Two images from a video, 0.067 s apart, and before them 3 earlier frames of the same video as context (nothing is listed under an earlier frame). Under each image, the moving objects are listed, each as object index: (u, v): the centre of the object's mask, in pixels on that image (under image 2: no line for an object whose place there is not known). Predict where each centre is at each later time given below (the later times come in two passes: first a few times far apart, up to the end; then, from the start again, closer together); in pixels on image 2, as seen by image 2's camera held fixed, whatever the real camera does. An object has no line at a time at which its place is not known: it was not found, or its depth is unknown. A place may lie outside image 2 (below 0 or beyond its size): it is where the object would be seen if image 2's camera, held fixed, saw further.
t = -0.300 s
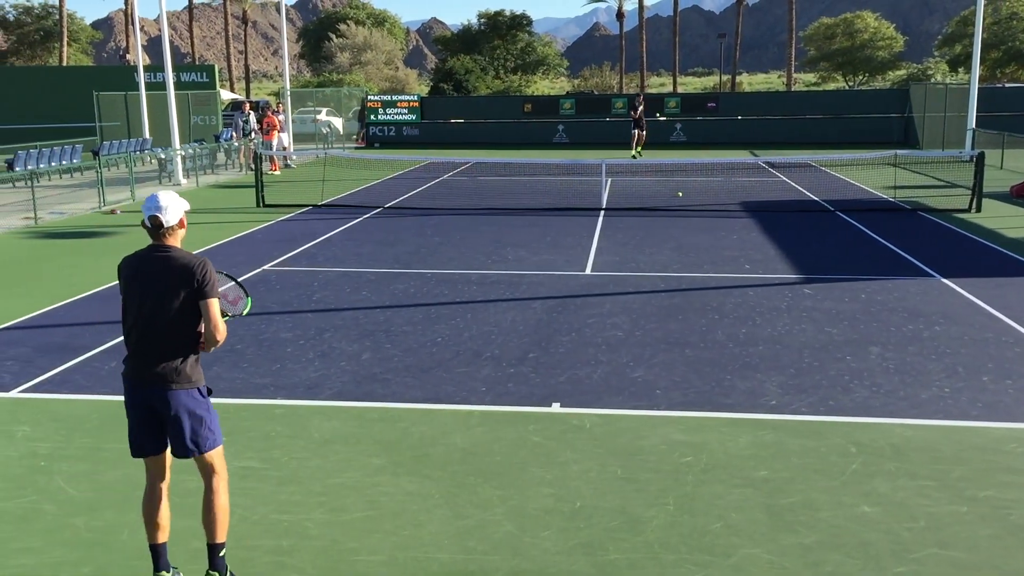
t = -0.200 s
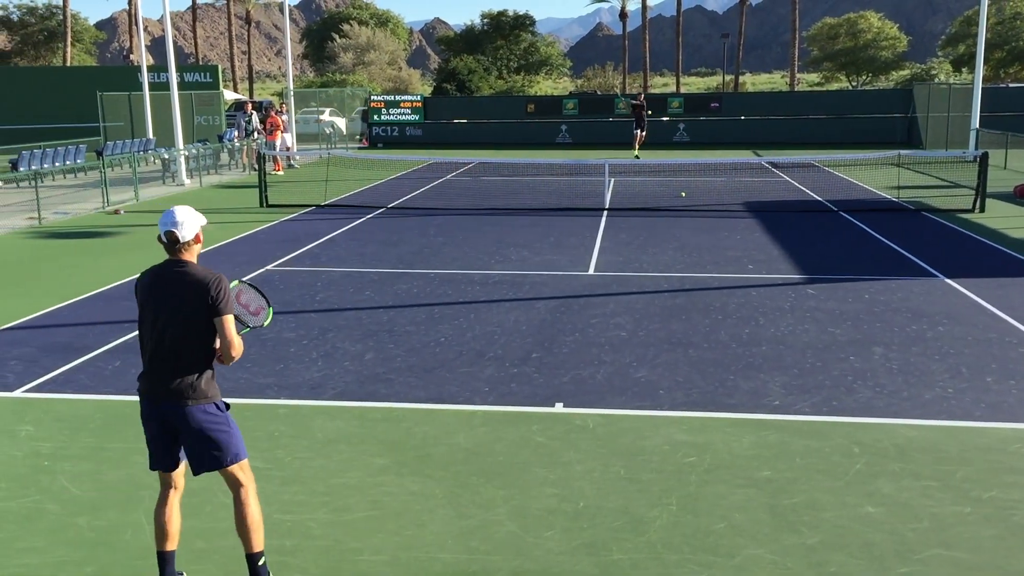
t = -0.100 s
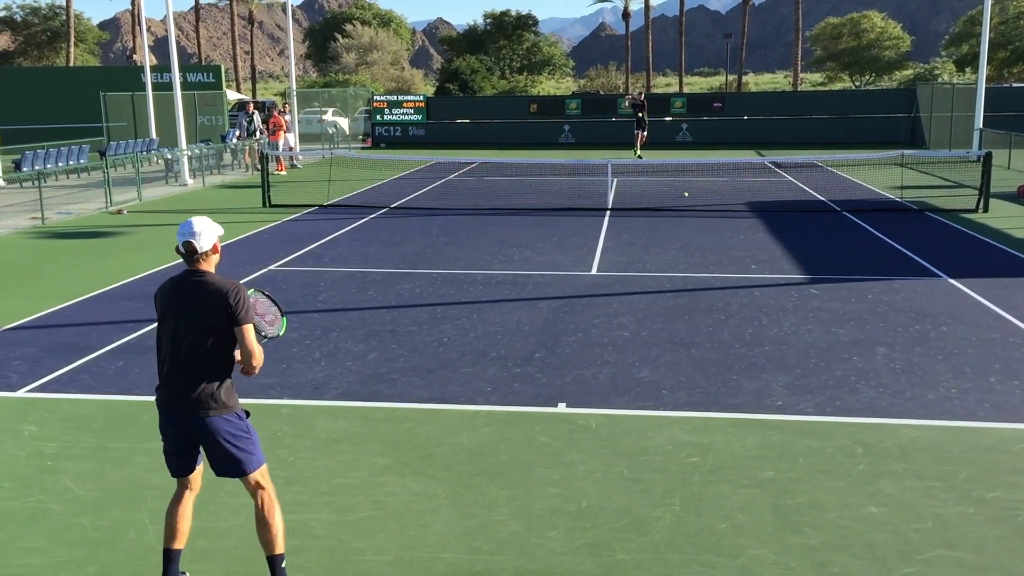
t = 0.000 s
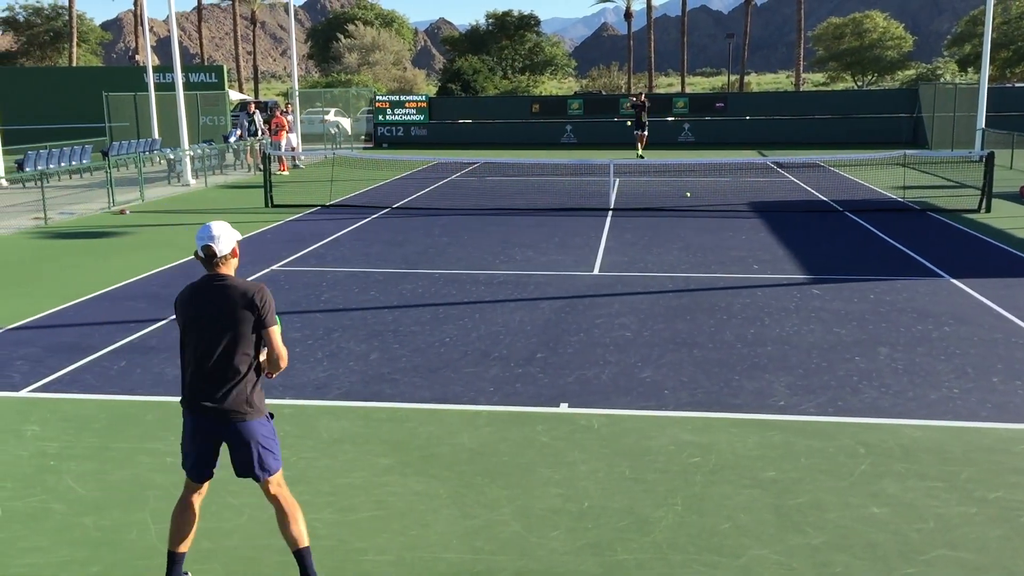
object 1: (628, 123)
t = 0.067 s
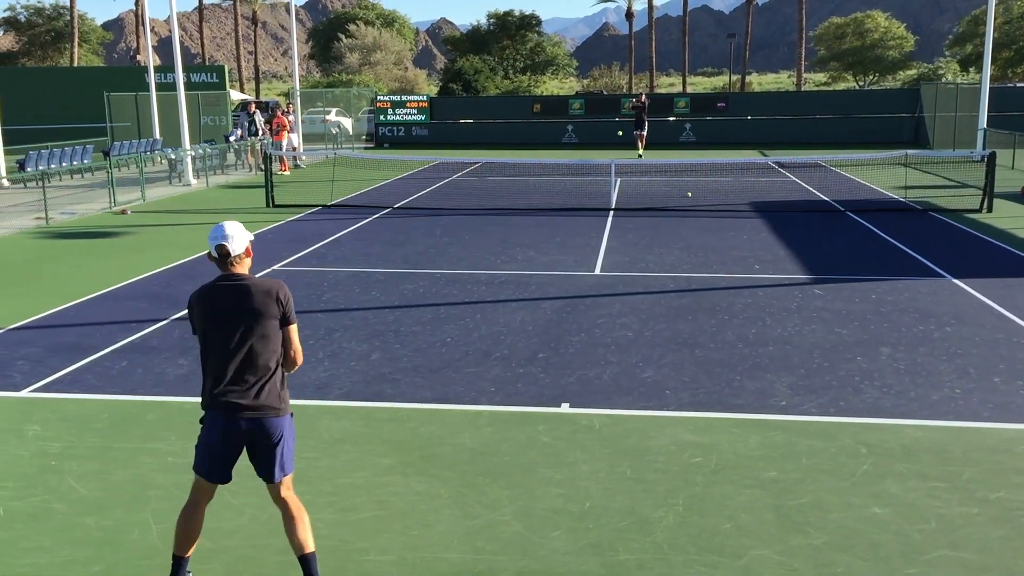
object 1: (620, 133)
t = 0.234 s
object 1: (590, 180)
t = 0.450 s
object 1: (536, 293)
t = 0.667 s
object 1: (469, 292)
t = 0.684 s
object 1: (462, 294)
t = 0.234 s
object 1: (590, 180)
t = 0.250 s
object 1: (586, 186)
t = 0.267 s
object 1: (583, 194)
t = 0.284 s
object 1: (579, 202)
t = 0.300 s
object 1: (575, 210)
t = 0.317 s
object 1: (571, 219)
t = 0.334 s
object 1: (567, 229)
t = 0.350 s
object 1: (563, 239)
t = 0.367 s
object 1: (558, 251)
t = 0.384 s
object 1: (554, 262)
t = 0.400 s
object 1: (549, 275)
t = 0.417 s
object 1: (544, 289)
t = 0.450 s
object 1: (536, 293)
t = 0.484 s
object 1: (527, 289)
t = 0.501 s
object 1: (523, 288)
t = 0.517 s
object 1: (519, 286)
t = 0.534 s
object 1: (514, 285)
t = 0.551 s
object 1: (509, 284)
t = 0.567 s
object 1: (504, 284)
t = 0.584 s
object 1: (499, 284)
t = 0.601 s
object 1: (493, 285)
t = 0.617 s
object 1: (488, 286)
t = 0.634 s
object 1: (482, 287)
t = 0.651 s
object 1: (475, 289)
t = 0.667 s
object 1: (469, 292)
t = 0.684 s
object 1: (462, 294)
